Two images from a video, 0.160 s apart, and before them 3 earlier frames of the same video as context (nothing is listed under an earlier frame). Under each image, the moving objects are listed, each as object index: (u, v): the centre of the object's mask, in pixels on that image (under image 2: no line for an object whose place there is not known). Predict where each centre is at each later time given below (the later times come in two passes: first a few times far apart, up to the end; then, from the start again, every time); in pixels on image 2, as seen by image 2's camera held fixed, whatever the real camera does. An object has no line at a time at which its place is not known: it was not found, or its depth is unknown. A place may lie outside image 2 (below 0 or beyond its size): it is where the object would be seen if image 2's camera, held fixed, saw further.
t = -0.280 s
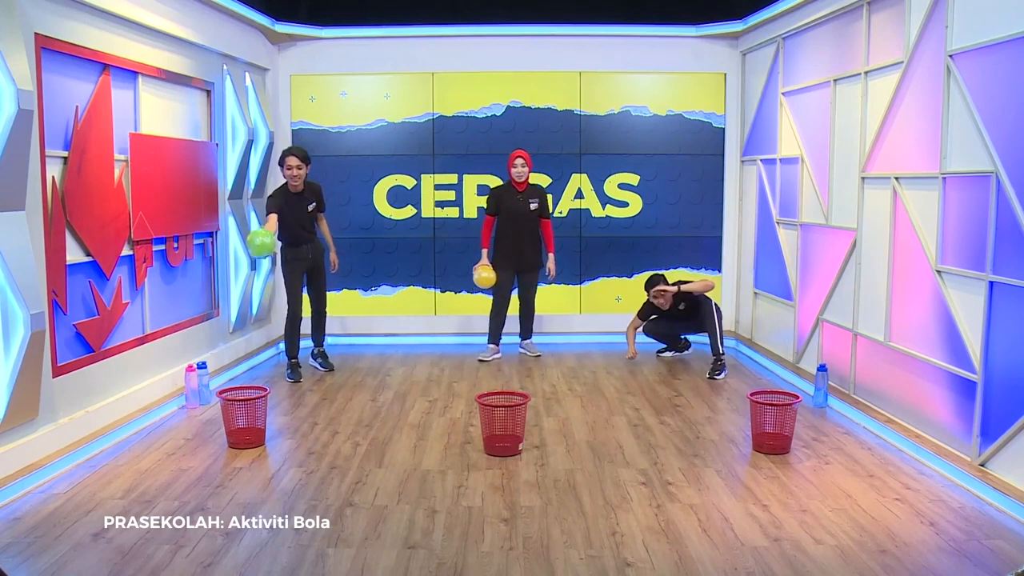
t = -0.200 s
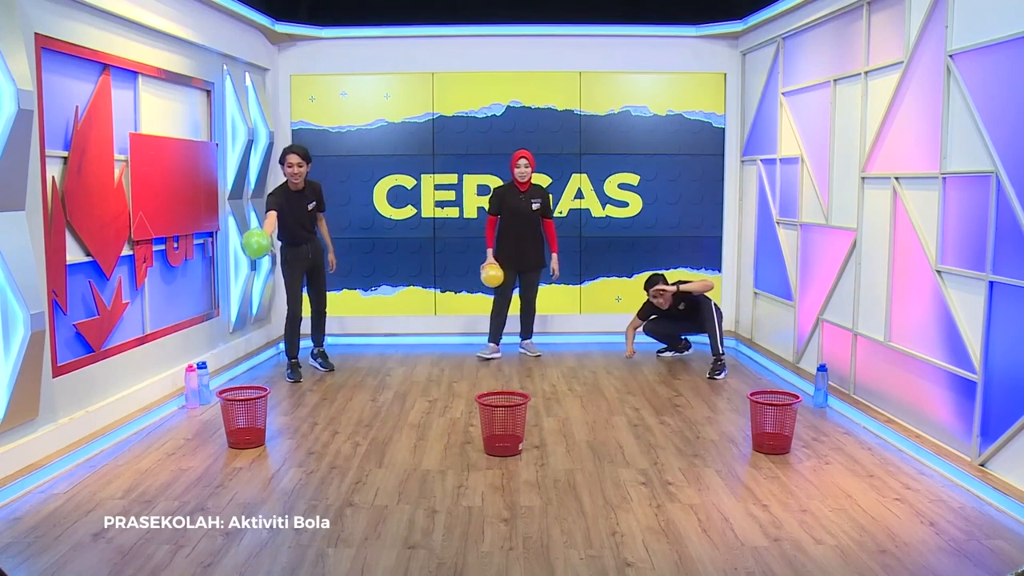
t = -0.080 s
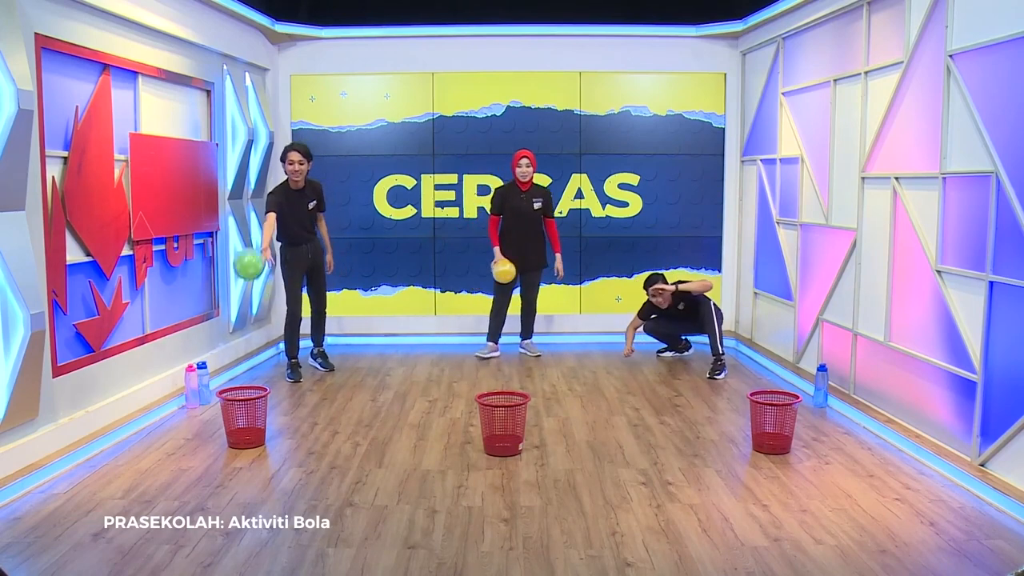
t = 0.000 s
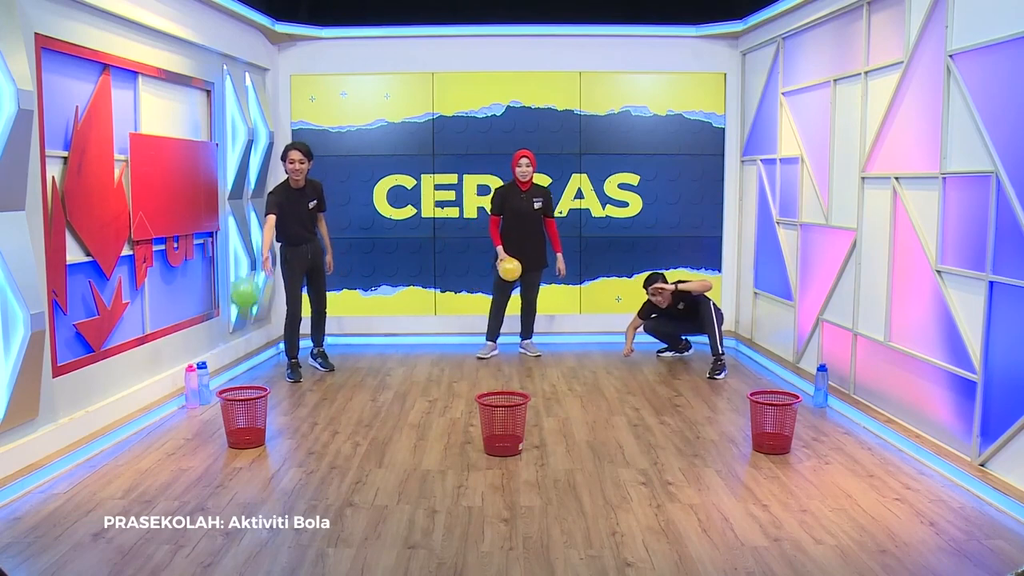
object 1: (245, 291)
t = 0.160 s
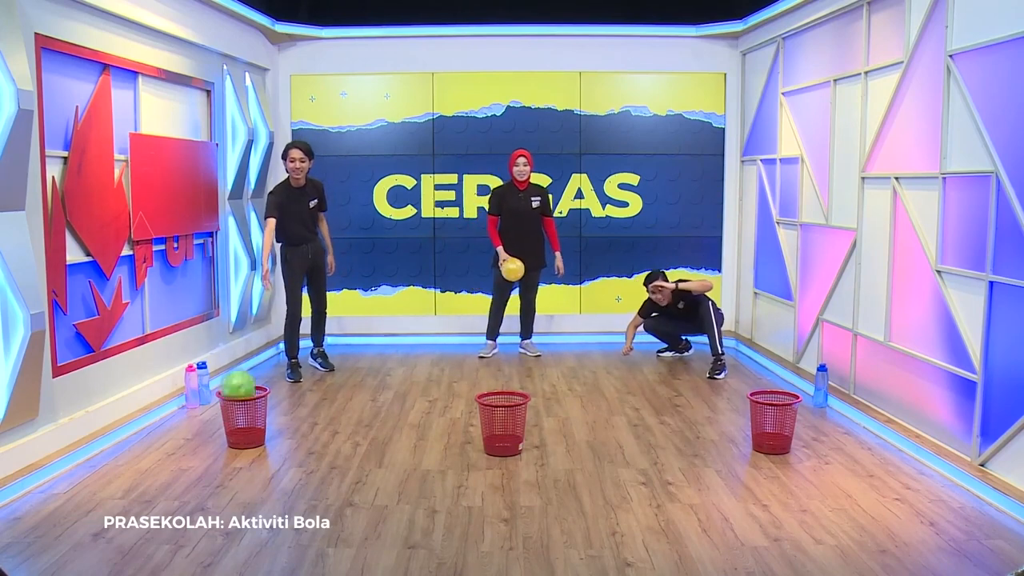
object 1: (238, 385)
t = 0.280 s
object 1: (241, 388)
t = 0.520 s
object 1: (244, 427)
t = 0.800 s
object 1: (245, 425)
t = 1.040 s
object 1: (240, 426)
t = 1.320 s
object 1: (244, 428)
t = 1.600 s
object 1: (244, 428)
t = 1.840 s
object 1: (244, 428)
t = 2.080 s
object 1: (244, 428)
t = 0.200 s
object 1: (242, 387)
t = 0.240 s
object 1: (237, 387)
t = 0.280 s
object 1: (241, 388)
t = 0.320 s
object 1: (242, 388)
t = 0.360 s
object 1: (238, 392)
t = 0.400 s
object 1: (236, 406)
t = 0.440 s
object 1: (237, 416)
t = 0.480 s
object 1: (242, 422)
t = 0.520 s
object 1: (244, 427)
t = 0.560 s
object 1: (245, 425)
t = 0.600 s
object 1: (246, 424)
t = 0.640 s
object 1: (247, 423)
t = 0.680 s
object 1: (247, 423)
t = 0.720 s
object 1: (246, 423)
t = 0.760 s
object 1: (246, 424)
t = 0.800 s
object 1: (245, 425)
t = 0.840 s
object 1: (244, 427)
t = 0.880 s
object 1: (242, 426)
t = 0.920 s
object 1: (241, 426)
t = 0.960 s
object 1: (241, 426)
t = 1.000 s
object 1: (241, 427)
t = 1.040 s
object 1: (240, 426)
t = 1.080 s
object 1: (240, 426)
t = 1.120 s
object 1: (241, 426)
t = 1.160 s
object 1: (241, 426)
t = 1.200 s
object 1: (243, 427)
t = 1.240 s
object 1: (243, 427)
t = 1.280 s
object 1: (244, 427)
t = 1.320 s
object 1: (244, 428)
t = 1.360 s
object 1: (244, 427)
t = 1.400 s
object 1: (244, 427)
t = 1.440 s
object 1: (244, 427)
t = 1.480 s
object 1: (244, 428)
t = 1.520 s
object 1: (244, 428)
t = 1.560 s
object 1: (244, 428)
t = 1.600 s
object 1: (244, 428)
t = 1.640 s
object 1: (244, 428)
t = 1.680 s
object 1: (244, 428)
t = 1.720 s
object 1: (244, 428)
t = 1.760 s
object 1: (244, 428)
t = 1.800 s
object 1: (244, 428)
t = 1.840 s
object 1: (244, 428)
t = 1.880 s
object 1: (244, 428)
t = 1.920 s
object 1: (244, 428)
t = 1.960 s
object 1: (244, 428)
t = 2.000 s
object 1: (244, 428)
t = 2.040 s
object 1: (244, 428)
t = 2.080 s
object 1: (244, 428)
